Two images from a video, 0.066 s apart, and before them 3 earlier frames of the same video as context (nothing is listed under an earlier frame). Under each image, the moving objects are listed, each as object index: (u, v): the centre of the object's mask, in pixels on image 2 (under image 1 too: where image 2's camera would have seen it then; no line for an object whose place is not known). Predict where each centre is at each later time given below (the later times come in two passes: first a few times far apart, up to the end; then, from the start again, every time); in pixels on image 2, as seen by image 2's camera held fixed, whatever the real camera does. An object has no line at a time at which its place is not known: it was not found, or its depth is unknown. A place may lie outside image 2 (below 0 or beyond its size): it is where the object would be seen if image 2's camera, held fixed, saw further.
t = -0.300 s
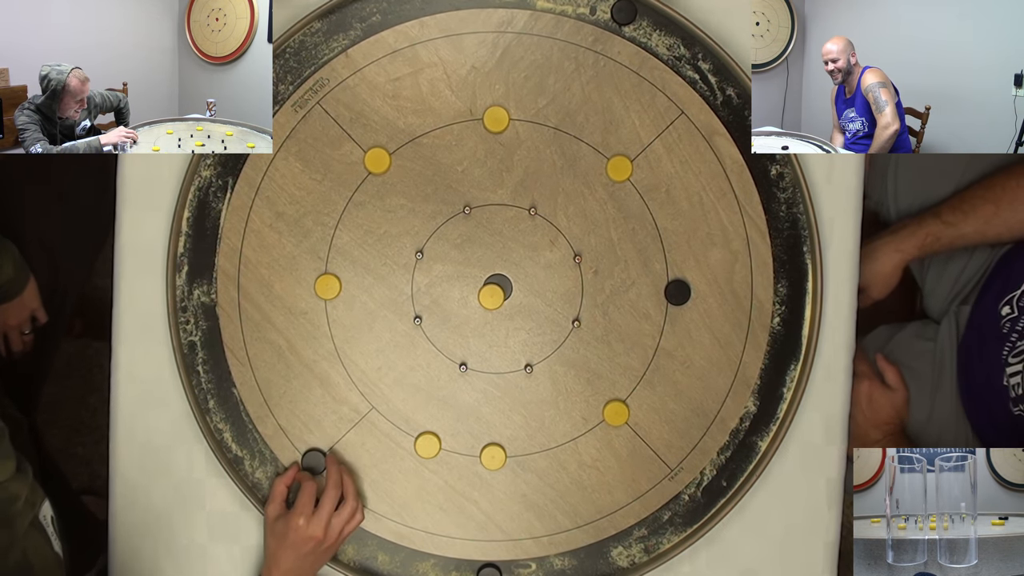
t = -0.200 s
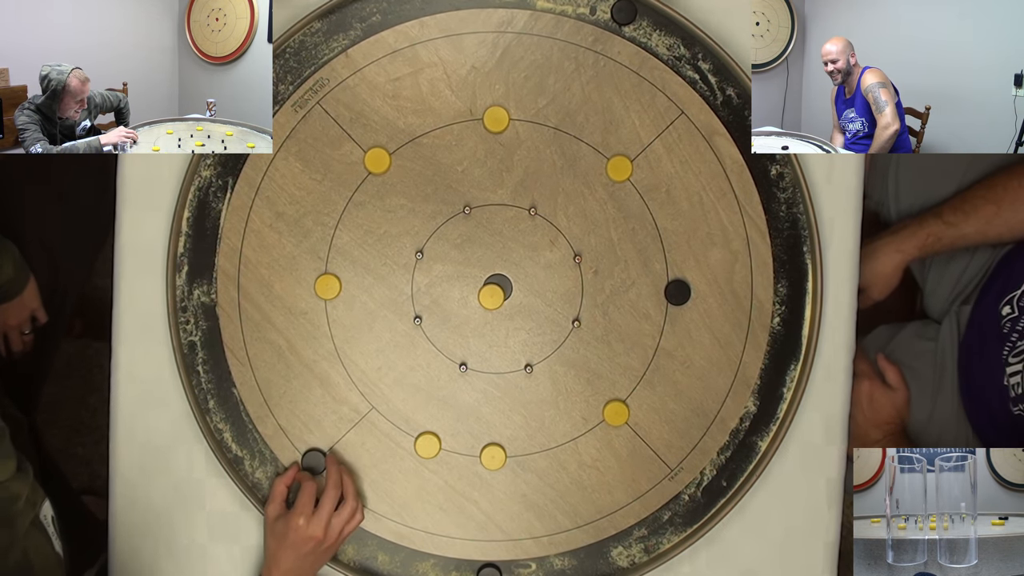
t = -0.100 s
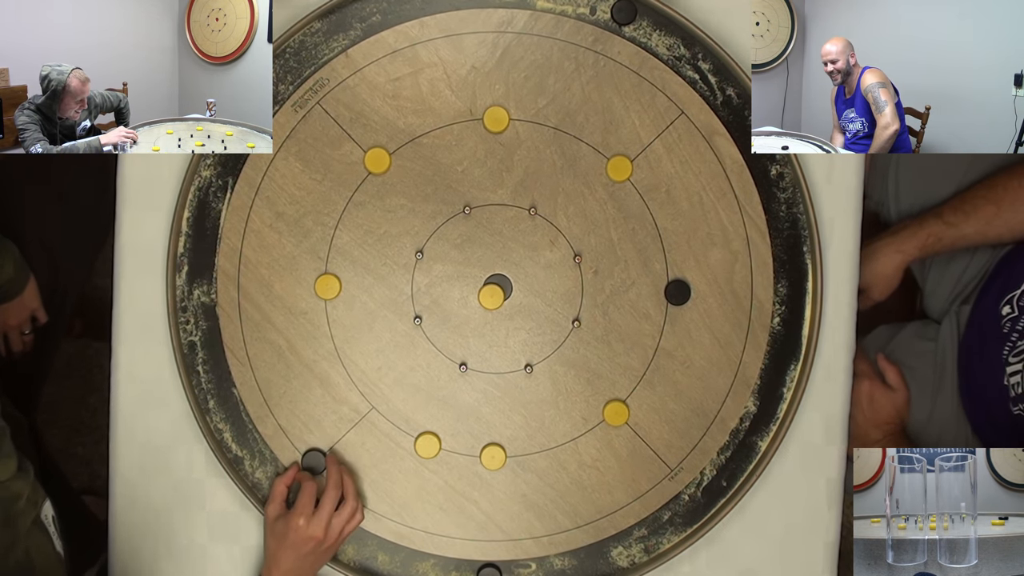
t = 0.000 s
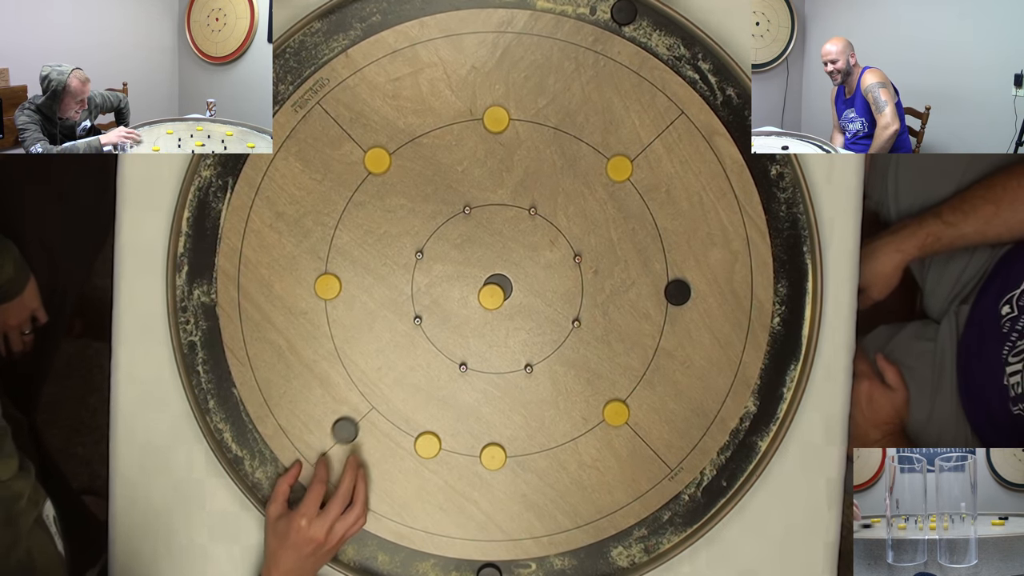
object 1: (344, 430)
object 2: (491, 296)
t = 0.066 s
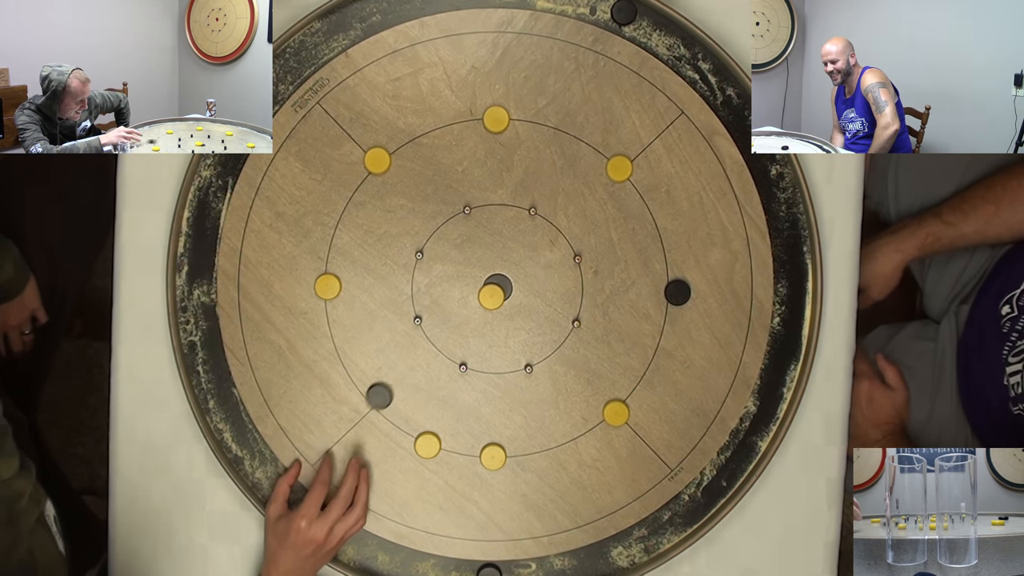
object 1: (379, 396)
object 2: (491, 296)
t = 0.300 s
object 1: (466, 304)
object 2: (505, 285)
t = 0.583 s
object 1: (464, 297)
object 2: (511, 274)
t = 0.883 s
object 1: (464, 296)
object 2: (511, 274)
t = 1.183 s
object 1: (464, 296)
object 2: (511, 274)
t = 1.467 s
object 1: (464, 296)
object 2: (511, 274)
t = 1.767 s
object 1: (464, 296)
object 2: (511, 274)
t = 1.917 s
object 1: (464, 296)
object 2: (511, 274)
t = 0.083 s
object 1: (388, 387)
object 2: (491, 296)
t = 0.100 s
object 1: (396, 379)
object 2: (491, 296)
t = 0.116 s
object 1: (404, 371)
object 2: (491, 296)
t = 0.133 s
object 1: (412, 363)
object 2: (491, 296)
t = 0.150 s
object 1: (420, 355)
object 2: (491, 296)
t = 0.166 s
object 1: (428, 347)
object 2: (491, 296)
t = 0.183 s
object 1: (436, 340)
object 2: (491, 296)
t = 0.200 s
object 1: (444, 332)
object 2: (491, 296)
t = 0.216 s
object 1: (451, 325)
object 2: (491, 296)
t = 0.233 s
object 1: (459, 318)
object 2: (491, 296)
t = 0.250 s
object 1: (466, 311)
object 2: (491, 296)
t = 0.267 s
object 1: (467, 308)
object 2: (497, 293)
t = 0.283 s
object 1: (467, 306)
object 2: (503, 288)
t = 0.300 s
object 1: (466, 304)
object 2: (505, 285)
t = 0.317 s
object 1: (466, 303)
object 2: (507, 282)
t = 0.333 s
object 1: (465, 301)
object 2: (509, 281)
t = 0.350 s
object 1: (465, 300)
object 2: (510, 279)
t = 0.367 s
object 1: (465, 300)
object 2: (510, 278)
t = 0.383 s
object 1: (464, 299)
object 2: (510, 277)
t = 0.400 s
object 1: (464, 298)
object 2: (511, 276)
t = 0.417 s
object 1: (464, 298)
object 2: (511, 275)
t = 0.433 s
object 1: (464, 297)
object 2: (511, 275)
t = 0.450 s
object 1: (464, 297)
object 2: (511, 275)
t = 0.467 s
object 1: (464, 297)
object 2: (511, 274)
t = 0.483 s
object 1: (464, 297)
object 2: (511, 274)
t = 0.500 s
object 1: (464, 296)
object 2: (511, 274)
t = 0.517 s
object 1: (464, 296)
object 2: (511, 274)
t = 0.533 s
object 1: (464, 297)
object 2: (511, 274)
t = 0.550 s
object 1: (464, 297)
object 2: (511, 274)
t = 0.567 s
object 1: (464, 297)
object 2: (511, 274)
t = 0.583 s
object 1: (464, 297)
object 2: (511, 274)
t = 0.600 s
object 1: (464, 297)
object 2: (511, 274)
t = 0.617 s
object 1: (464, 297)
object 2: (511, 274)
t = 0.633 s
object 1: (464, 296)
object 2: (511, 274)
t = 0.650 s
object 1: (464, 296)
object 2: (511, 274)
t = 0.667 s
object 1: (464, 297)
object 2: (511, 274)
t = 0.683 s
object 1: (464, 297)
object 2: (511, 274)
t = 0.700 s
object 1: (464, 297)
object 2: (511, 274)
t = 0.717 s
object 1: (464, 296)
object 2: (511, 274)
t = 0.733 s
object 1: (464, 297)
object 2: (511, 274)
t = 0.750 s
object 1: (464, 296)
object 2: (511, 274)
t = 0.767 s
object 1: (464, 297)
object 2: (511, 274)
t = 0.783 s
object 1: (464, 296)
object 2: (511, 274)
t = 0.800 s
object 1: (464, 296)
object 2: (511, 274)
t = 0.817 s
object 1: (464, 296)
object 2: (511, 274)
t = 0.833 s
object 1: (464, 296)
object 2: (511, 274)
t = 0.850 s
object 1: (464, 296)
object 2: (511, 274)
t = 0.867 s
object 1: (464, 296)
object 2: (511, 274)
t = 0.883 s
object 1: (464, 296)
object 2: (511, 274)
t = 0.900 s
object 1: (464, 296)
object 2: (511, 274)
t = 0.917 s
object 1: (464, 296)
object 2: (511, 274)
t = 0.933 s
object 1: (464, 296)
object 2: (511, 274)
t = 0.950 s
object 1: (464, 296)
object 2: (511, 274)
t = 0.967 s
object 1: (464, 296)
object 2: (511, 274)
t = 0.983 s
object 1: (464, 296)
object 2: (511, 274)
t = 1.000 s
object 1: (464, 296)
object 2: (511, 274)
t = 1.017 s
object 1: (464, 296)
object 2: (511, 274)
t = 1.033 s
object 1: (464, 296)
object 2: (511, 274)
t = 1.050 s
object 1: (464, 296)
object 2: (511, 274)
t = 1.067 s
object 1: (464, 296)
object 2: (511, 274)
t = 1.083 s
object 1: (464, 296)
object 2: (511, 274)
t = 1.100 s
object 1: (464, 296)
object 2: (511, 274)
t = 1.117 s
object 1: (464, 296)
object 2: (511, 274)
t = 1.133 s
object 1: (464, 296)
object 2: (511, 274)
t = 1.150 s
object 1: (464, 296)
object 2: (511, 274)
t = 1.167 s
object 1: (464, 296)
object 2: (511, 274)
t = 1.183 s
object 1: (464, 296)
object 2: (511, 274)
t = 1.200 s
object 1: (464, 296)
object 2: (511, 274)
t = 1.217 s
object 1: (464, 296)
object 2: (511, 274)
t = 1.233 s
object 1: (464, 296)
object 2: (511, 274)
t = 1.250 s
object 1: (464, 296)
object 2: (511, 274)
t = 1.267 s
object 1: (464, 296)
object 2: (511, 274)
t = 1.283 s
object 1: (464, 296)
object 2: (511, 274)
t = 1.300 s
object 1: (464, 296)
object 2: (511, 274)
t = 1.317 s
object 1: (464, 296)
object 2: (511, 274)
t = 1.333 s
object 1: (464, 296)
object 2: (511, 274)
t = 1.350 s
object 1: (464, 296)
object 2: (511, 274)
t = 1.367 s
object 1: (464, 296)
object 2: (511, 274)
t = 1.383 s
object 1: (464, 296)
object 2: (511, 274)
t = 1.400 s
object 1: (464, 296)
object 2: (511, 274)
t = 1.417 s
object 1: (464, 296)
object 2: (511, 274)
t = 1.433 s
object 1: (464, 296)
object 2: (511, 274)
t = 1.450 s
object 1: (464, 296)
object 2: (511, 274)
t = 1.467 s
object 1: (464, 296)
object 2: (511, 274)
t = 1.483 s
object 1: (464, 296)
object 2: (511, 274)
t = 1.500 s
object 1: (464, 296)
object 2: (511, 274)
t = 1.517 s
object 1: (464, 296)
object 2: (511, 274)
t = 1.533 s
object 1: (464, 296)
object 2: (511, 274)
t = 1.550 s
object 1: (464, 296)
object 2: (511, 274)
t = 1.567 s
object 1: (464, 296)
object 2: (511, 274)
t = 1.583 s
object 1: (464, 296)
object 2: (511, 274)
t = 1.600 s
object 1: (464, 296)
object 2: (511, 274)
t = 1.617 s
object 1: (464, 296)
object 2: (511, 274)
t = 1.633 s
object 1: (464, 296)
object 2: (511, 274)
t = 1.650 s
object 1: (464, 296)
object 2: (511, 274)
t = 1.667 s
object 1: (464, 296)
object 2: (511, 274)
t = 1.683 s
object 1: (464, 296)
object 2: (511, 274)
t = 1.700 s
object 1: (464, 296)
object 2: (511, 274)
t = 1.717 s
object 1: (464, 296)
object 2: (511, 274)
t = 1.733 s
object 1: (464, 296)
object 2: (511, 274)
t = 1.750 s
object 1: (464, 296)
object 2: (511, 274)
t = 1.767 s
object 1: (464, 296)
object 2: (511, 274)
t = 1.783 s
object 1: (464, 296)
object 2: (511, 274)
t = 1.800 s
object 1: (464, 296)
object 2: (511, 274)
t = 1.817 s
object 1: (464, 296)
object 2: (511, 274)
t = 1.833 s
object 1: (464, 296)
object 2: (511, 274)
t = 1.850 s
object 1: (464, 296)
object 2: (511, 274)
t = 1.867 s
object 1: (464, 296)
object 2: (511, 274)
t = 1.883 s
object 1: (464, 296)
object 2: (511, 274)
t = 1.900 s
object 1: (464, 296)
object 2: (511, 274)
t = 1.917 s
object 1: (464, 296)
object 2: (511, 274)
